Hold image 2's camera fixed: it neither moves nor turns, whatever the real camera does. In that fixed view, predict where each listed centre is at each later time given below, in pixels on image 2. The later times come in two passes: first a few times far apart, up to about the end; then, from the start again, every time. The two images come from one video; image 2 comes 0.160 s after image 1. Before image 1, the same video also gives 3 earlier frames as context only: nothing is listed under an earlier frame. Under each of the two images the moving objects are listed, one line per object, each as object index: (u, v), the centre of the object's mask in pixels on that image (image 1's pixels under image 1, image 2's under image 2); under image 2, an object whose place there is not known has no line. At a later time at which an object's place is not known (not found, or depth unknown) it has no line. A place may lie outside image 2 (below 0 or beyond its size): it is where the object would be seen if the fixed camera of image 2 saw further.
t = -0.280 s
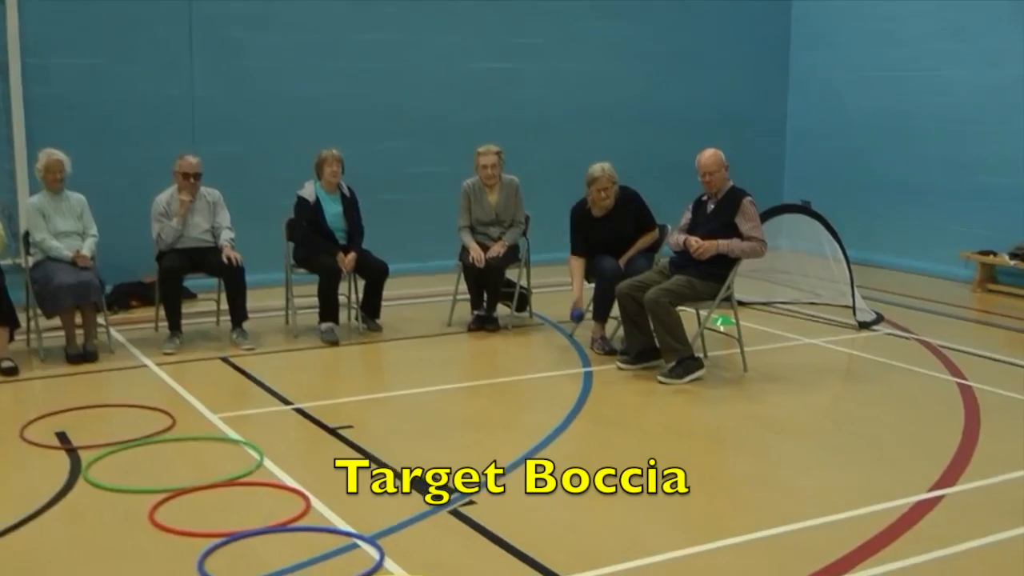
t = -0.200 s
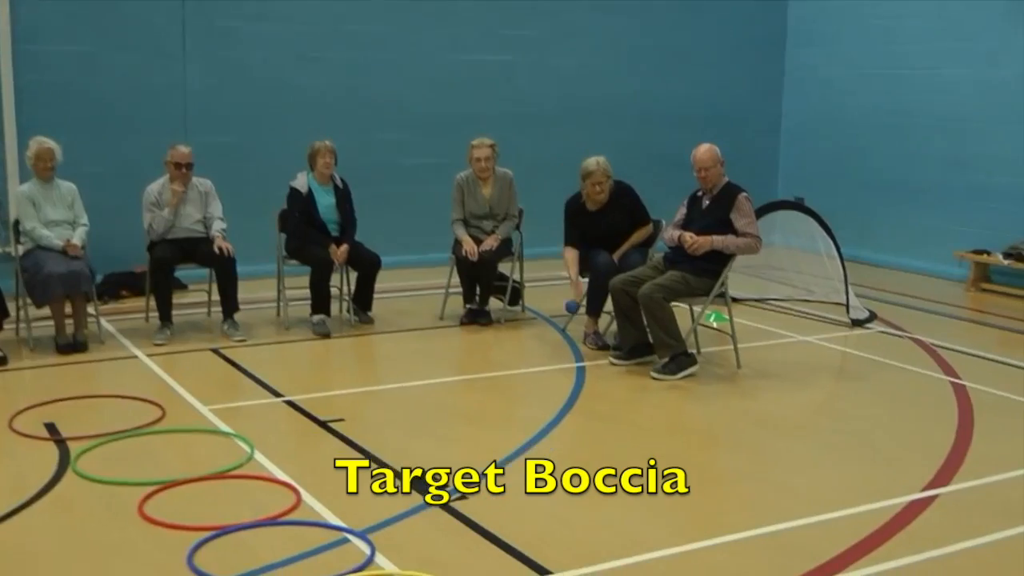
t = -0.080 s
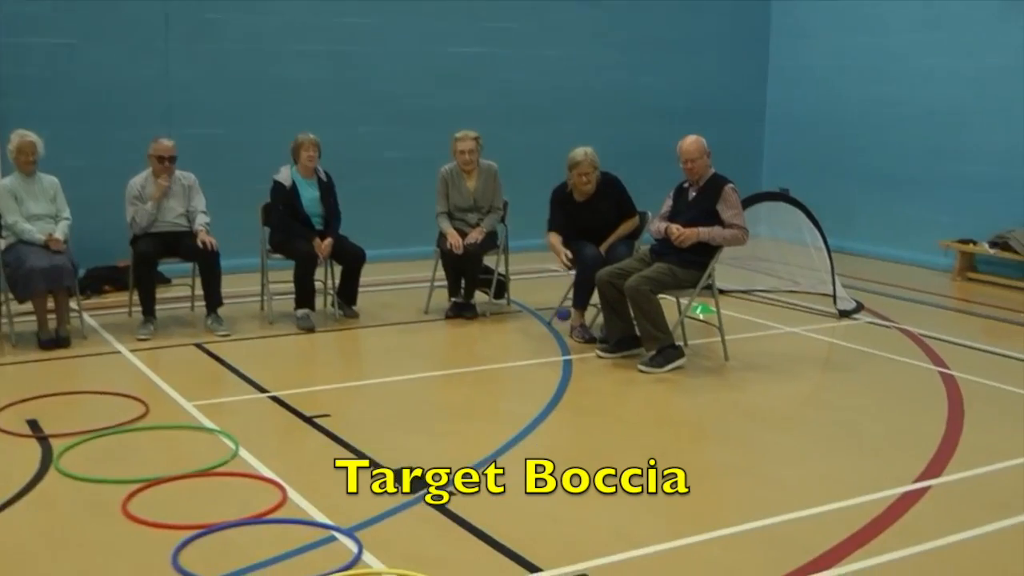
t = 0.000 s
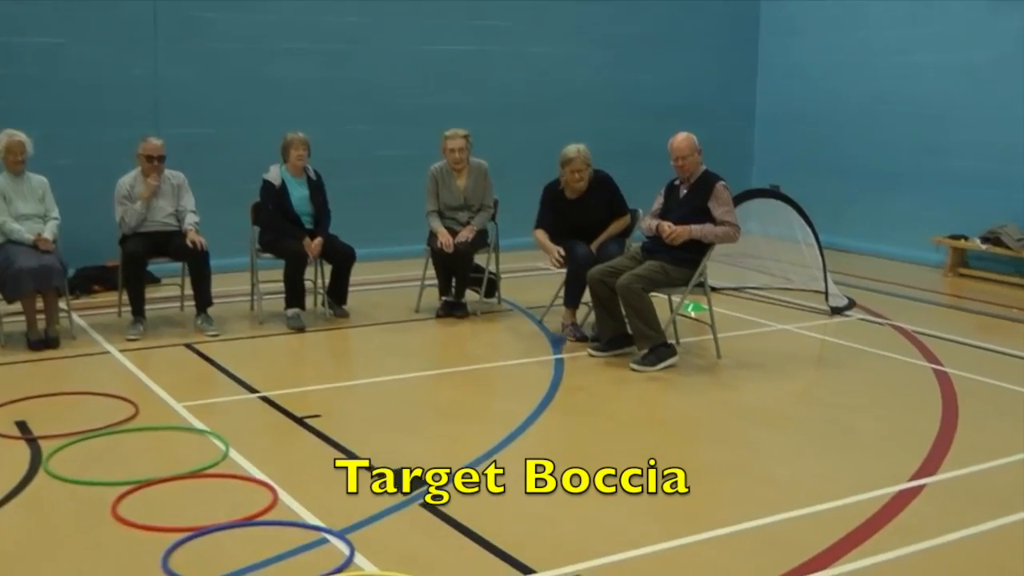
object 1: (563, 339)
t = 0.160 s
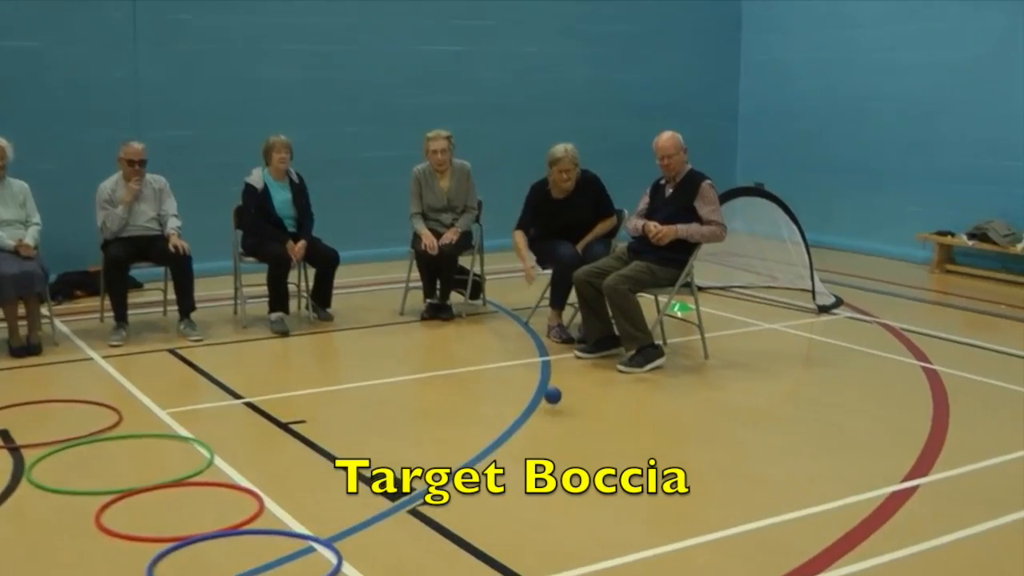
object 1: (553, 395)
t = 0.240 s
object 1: (556, 401)
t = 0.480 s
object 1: (567, 449)
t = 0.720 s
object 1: (579, 484)
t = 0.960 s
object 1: (595, 525)
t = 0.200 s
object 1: (554, 396)
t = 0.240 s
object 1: (556, 401)
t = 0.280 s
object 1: (558, 409)
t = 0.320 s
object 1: (560, 421)
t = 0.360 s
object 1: (561, 431)
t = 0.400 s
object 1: (563, 433)
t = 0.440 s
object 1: (565, 439)
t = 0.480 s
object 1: (567, 449)
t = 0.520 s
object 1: (569, 452)
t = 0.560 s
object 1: (571, 458)
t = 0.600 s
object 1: (573, 466)
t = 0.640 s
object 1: (575, 471)
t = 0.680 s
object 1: (577, 477)
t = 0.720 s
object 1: (579, 484)
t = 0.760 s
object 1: (582, 491)
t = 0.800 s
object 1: (584, 497)
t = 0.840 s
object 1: (587, 504)
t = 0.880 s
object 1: (590, 511)
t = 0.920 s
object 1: (592, 518)
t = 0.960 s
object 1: (595, 525)
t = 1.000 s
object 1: (598, 532)
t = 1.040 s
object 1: (601, 539)
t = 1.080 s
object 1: (603, 545)
